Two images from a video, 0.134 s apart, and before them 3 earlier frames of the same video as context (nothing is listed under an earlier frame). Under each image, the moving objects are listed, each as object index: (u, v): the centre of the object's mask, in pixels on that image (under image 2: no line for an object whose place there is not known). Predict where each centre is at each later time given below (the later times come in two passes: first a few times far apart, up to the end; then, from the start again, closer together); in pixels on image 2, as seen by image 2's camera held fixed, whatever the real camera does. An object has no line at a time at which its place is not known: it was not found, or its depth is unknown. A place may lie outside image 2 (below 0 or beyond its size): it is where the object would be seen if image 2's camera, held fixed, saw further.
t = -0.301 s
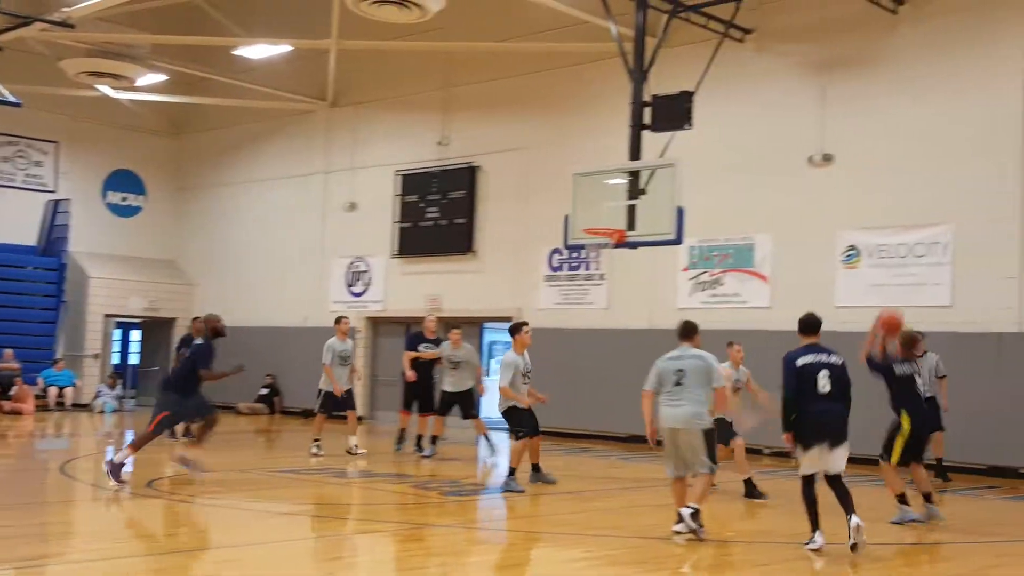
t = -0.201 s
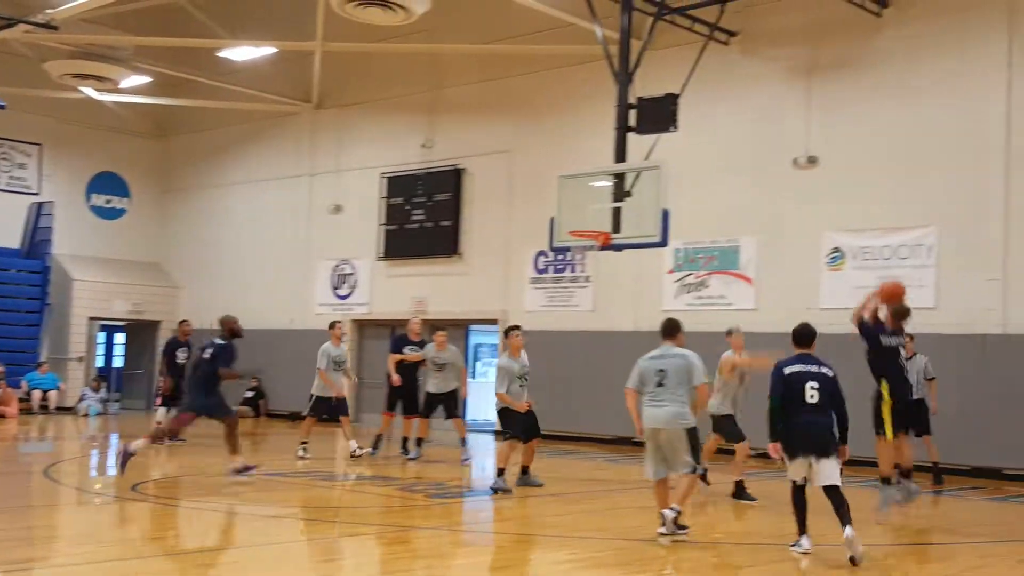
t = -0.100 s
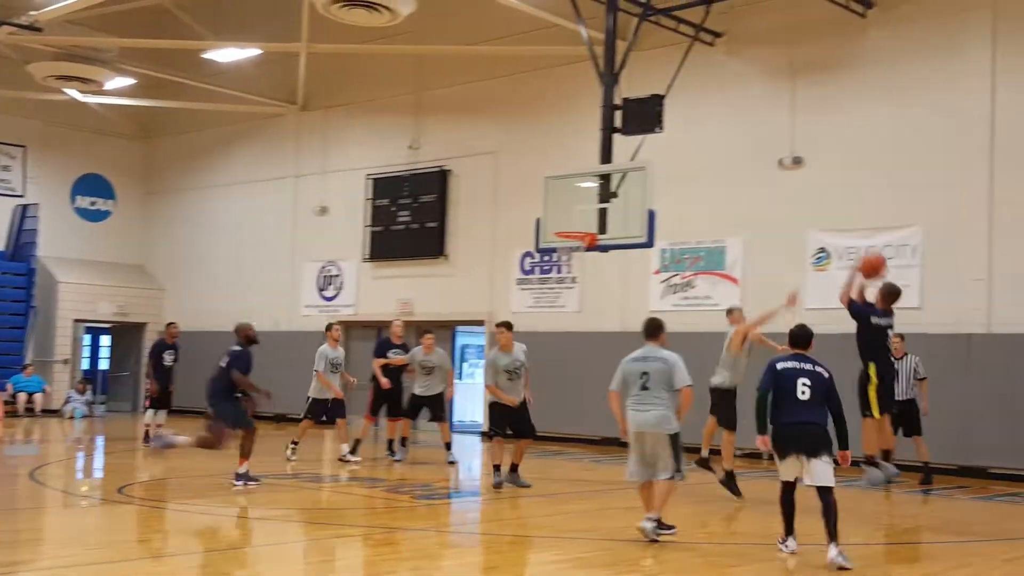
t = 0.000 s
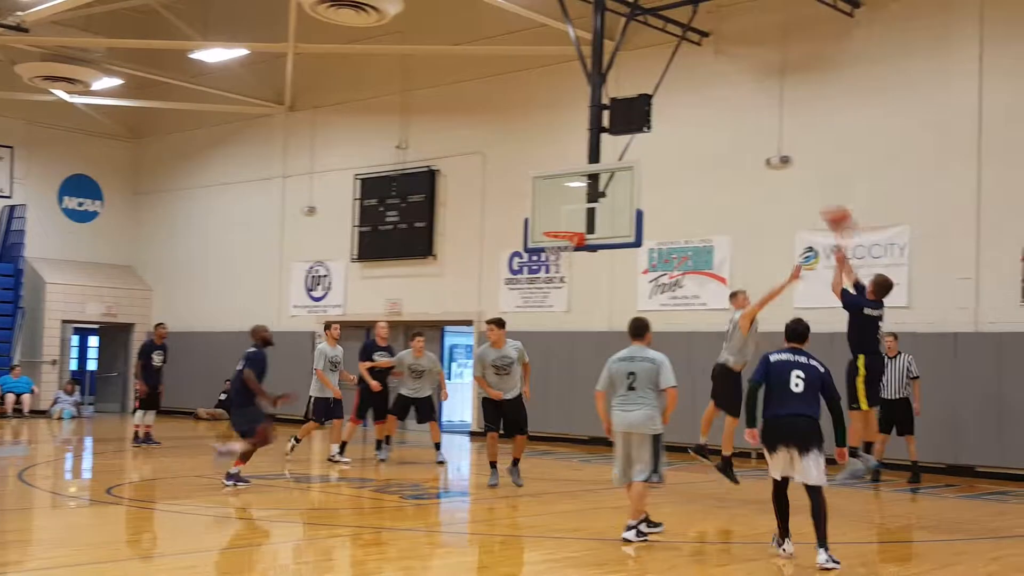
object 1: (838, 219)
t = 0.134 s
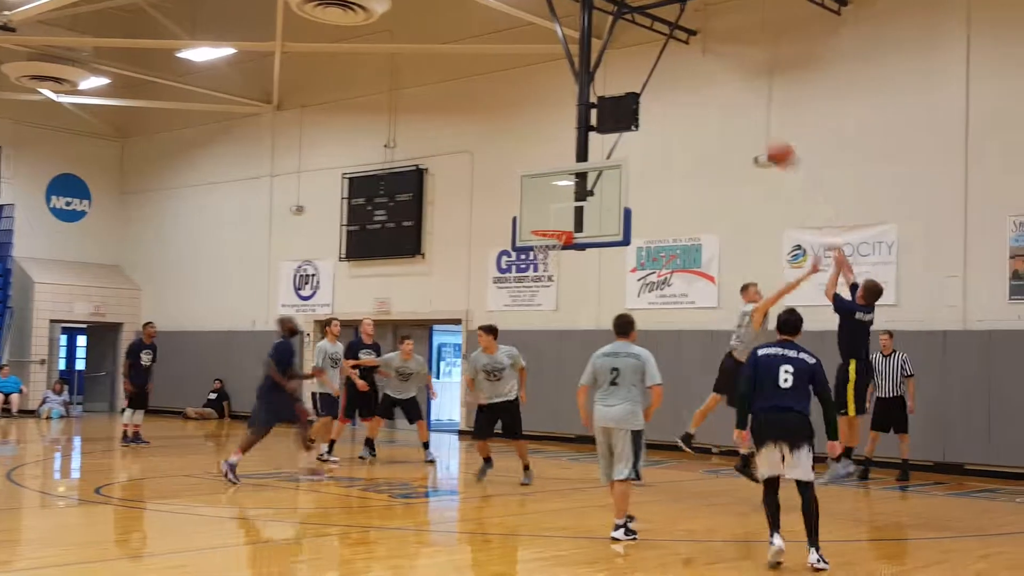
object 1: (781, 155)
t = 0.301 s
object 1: (731, 108)
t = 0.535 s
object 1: (668, 92)
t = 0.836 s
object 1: (598, 137)
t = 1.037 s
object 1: (556, 205)
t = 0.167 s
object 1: (772, 142)
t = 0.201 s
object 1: (761, 132)
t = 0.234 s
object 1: (751, 123)
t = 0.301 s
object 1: (731, 108)
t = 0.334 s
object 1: (722, 102)
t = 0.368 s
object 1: (712, 98)
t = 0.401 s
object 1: (703, 95)
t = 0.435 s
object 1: (694, 92)
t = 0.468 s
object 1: (684, 91)
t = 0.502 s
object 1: (676, 91)
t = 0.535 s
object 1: (668, 92)
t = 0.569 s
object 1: (659, 93)
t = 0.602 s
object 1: (651, 96)
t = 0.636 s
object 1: (641, 100)
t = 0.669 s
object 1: (633, 103)
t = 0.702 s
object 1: (628, 107)
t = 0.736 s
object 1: (620, 114)
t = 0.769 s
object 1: (612, 122)
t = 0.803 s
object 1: (605, 129)
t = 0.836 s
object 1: (598, 137)
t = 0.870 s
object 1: (588, 148)
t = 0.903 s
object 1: (583, 156)
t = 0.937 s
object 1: (575, 168)
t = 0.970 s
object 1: (569, 180)
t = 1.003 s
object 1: (562, 192)
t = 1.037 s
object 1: (556, 205)
